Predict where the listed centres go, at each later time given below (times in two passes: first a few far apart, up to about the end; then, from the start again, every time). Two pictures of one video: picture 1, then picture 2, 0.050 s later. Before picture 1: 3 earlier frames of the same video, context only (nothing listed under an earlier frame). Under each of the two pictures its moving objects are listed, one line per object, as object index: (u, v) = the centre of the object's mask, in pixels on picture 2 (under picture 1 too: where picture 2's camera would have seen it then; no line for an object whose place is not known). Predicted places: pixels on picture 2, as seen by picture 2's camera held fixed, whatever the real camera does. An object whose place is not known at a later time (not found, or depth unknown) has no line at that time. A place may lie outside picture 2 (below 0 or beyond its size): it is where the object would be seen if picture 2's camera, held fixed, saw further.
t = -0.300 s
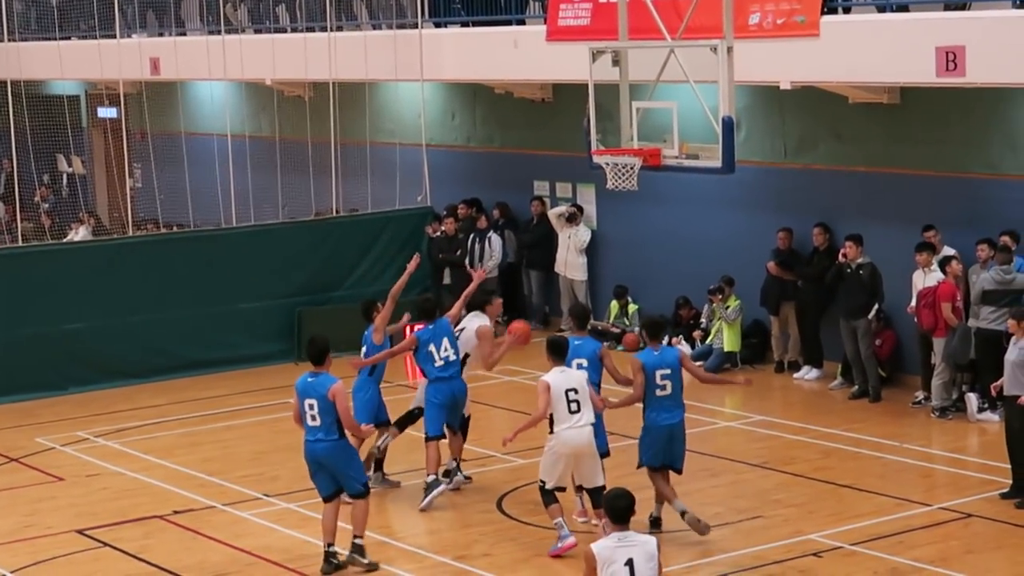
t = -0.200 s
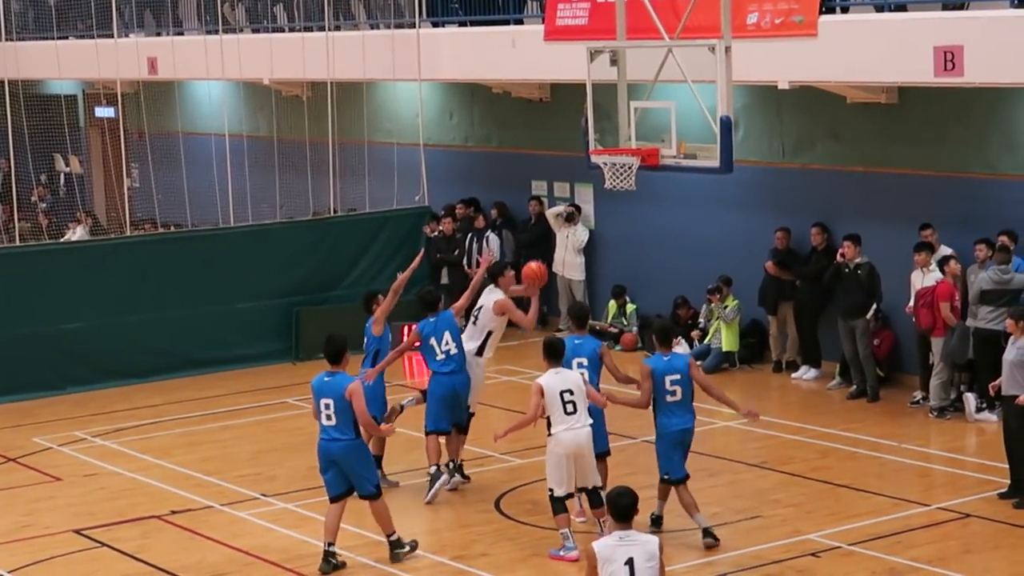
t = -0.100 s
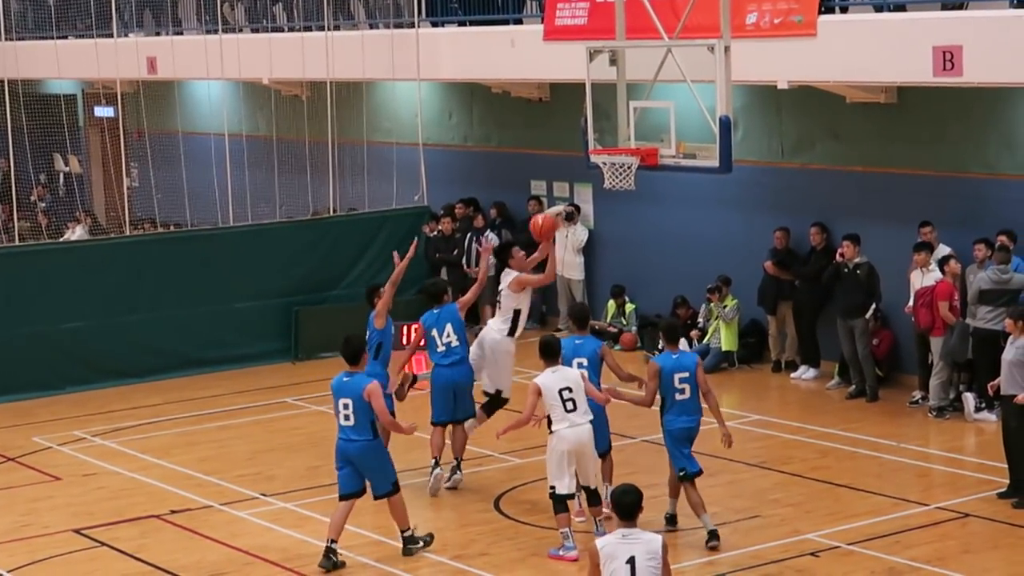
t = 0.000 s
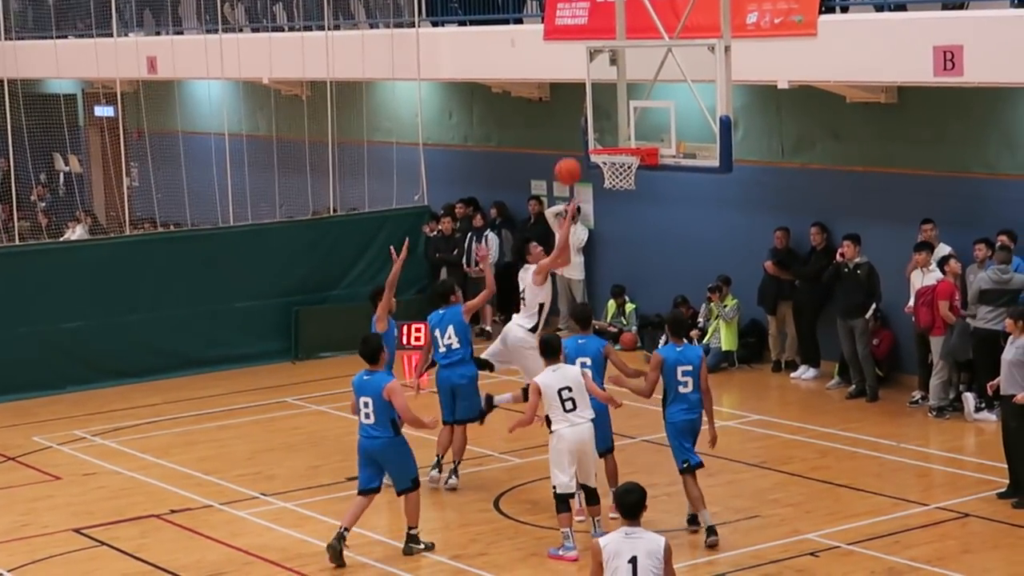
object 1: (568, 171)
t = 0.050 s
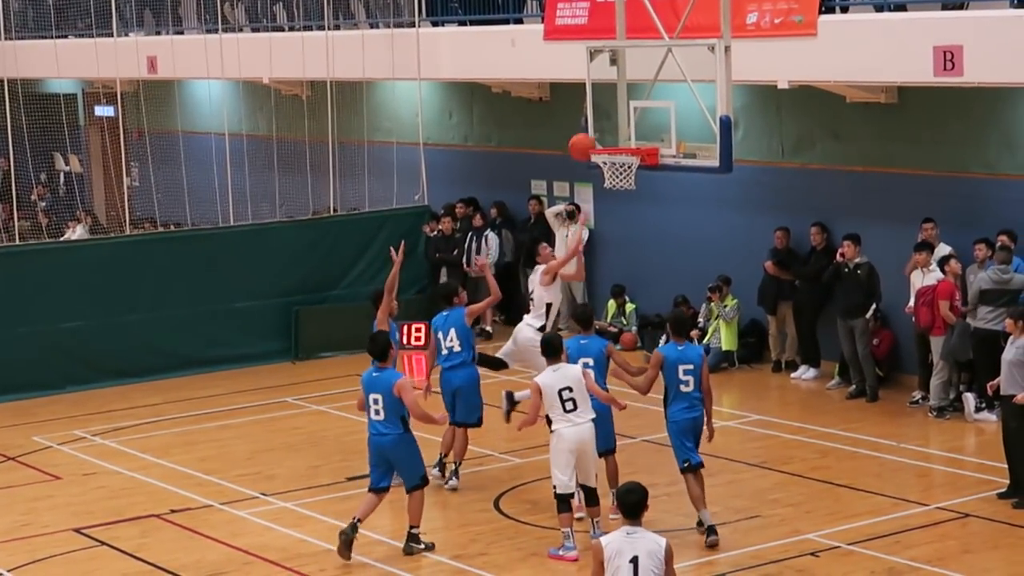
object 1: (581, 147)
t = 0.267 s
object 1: (620, 86)
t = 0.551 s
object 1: (612, 123)
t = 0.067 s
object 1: (586, 139)
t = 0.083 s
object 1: (591, 132)
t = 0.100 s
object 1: (596, 124)
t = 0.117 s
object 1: (601, 118)
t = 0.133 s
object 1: (605, 112)
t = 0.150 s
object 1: (610, 105)
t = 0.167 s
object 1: (615, 99)
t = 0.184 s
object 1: (620, 93)
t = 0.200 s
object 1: (623, 90)
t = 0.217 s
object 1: (622, 88)
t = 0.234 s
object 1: (621, 87)
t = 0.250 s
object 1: (621, 86)
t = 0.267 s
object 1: (620, 86)
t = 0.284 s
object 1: (620, 85)
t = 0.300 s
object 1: (619, 85)
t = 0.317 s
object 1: (619, 86)
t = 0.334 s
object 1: (618, 86)
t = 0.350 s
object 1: (618, 87)
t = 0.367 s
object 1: (617, 88)
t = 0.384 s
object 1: (616, 90)
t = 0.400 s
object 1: (616, 92)
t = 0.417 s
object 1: (615, 94)
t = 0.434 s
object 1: (615, 96)
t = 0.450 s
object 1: (614, 99)
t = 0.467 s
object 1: (614, 102)
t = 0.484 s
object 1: (613, 106)
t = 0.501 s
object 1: (613, 110)
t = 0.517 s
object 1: (613, 114)
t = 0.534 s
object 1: (612, 119)
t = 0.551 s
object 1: (612, 123)
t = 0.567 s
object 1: (611, 129)
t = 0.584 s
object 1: (611, 134)
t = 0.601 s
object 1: (612, 140)
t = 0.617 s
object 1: (612, 141)
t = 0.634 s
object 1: (612, 142)
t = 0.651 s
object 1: (613, 144)
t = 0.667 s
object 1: (614, 146)
